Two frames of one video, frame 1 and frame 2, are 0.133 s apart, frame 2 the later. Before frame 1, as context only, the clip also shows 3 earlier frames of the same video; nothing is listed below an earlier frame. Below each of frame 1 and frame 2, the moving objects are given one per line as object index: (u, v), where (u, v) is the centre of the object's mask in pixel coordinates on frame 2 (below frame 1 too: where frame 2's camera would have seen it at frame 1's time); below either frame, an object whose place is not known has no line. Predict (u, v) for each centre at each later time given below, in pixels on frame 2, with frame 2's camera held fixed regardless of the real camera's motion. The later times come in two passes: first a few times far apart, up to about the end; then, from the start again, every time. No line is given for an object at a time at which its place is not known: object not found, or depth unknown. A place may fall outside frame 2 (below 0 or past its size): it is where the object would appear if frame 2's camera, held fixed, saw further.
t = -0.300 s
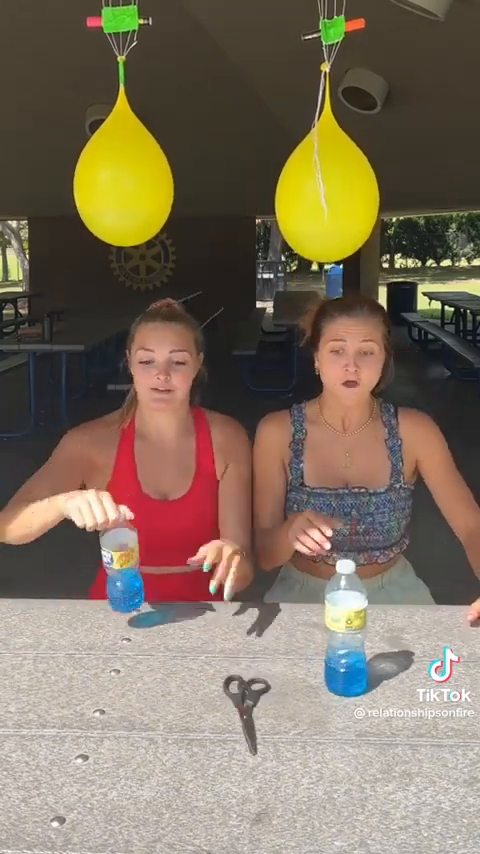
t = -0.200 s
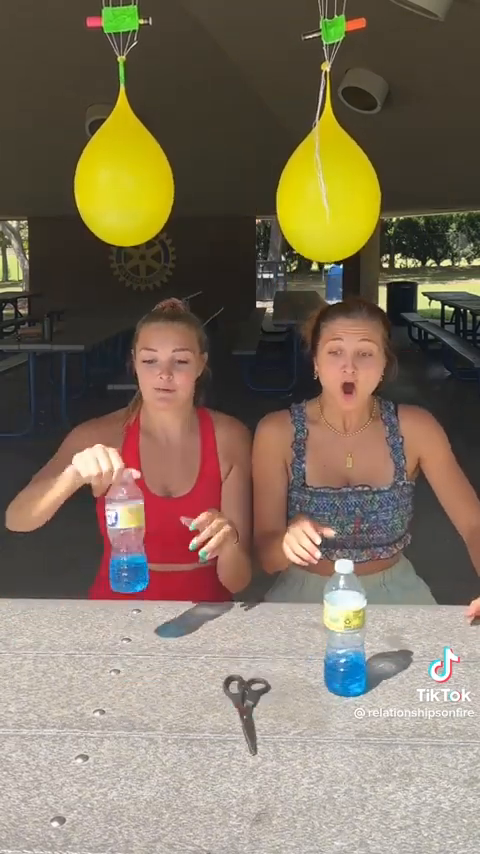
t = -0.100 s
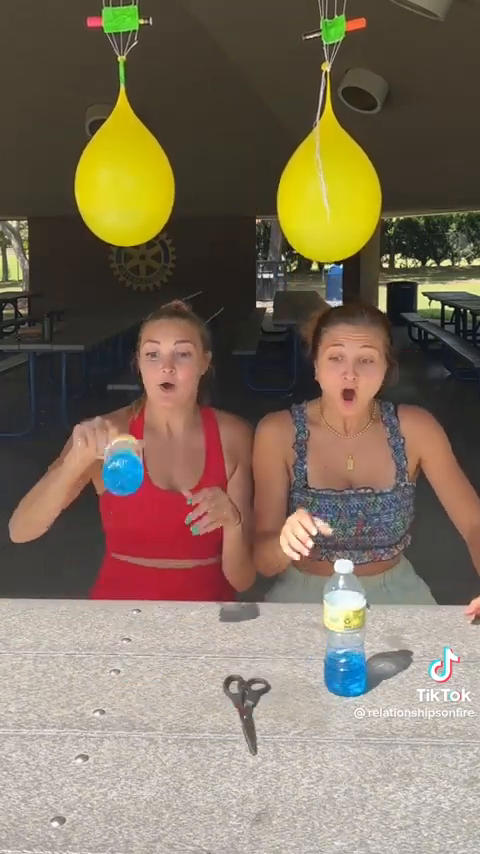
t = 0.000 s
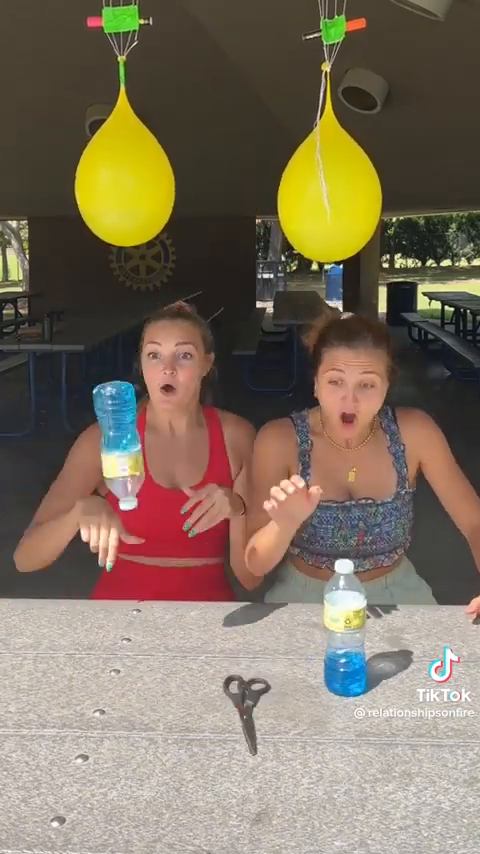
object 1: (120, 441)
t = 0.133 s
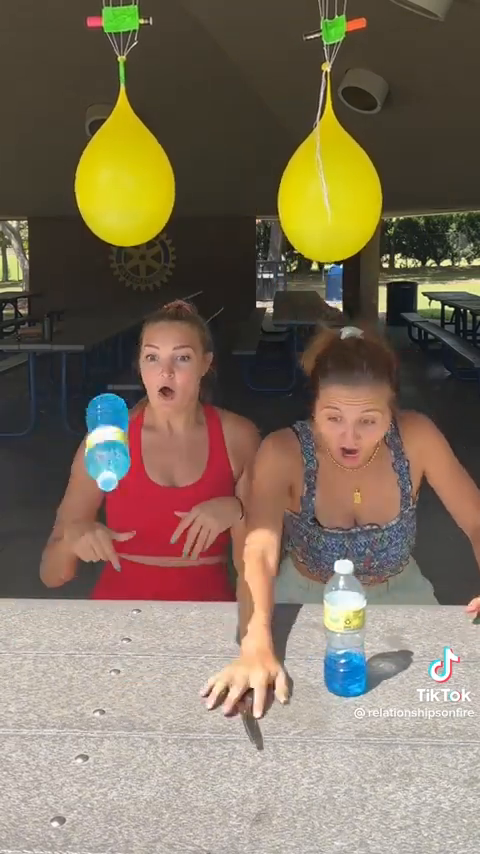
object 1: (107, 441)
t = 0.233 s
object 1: (102, 521)
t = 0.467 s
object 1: (102, 696)
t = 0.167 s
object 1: (105, 458)
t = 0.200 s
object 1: (103, 486)
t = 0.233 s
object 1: (102, 521)
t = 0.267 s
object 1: (100, 563)
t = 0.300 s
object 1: (98, 613)
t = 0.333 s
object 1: (96, 671)
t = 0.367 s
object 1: (96, 695)
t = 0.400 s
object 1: (95, 692)
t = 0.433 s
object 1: (99, 692)
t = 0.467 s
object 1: (102, 696)
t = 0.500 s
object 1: (103, 701)
